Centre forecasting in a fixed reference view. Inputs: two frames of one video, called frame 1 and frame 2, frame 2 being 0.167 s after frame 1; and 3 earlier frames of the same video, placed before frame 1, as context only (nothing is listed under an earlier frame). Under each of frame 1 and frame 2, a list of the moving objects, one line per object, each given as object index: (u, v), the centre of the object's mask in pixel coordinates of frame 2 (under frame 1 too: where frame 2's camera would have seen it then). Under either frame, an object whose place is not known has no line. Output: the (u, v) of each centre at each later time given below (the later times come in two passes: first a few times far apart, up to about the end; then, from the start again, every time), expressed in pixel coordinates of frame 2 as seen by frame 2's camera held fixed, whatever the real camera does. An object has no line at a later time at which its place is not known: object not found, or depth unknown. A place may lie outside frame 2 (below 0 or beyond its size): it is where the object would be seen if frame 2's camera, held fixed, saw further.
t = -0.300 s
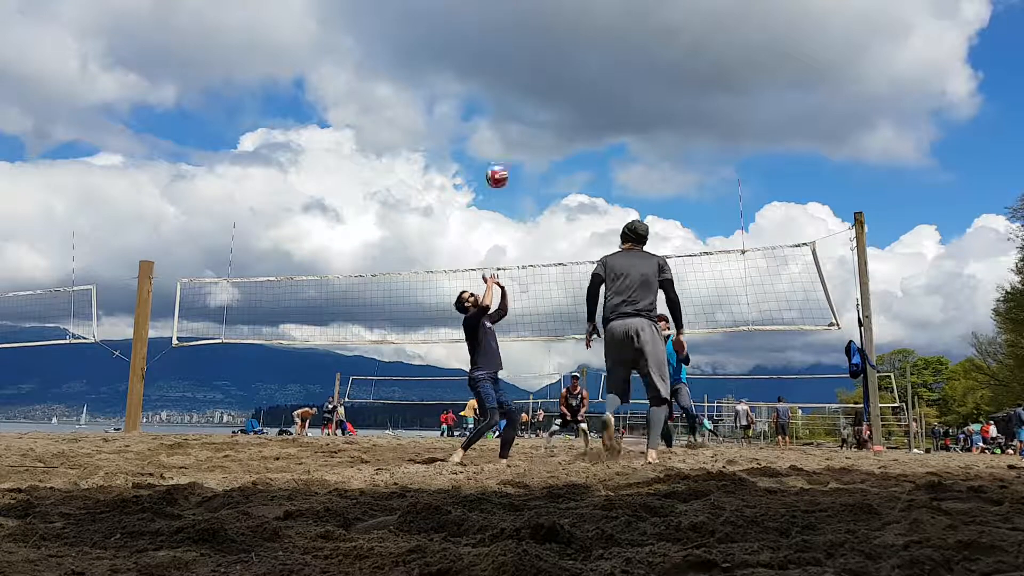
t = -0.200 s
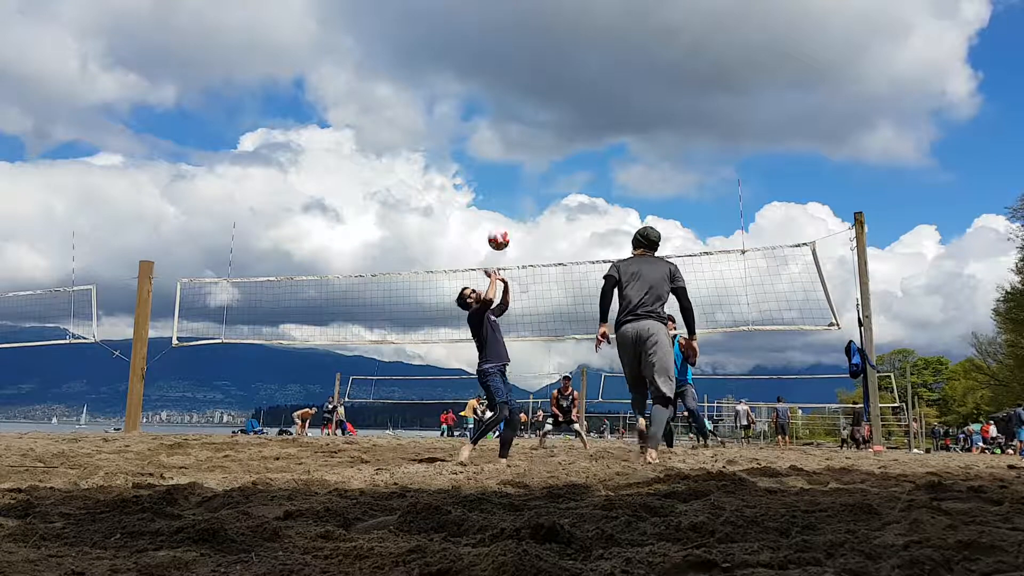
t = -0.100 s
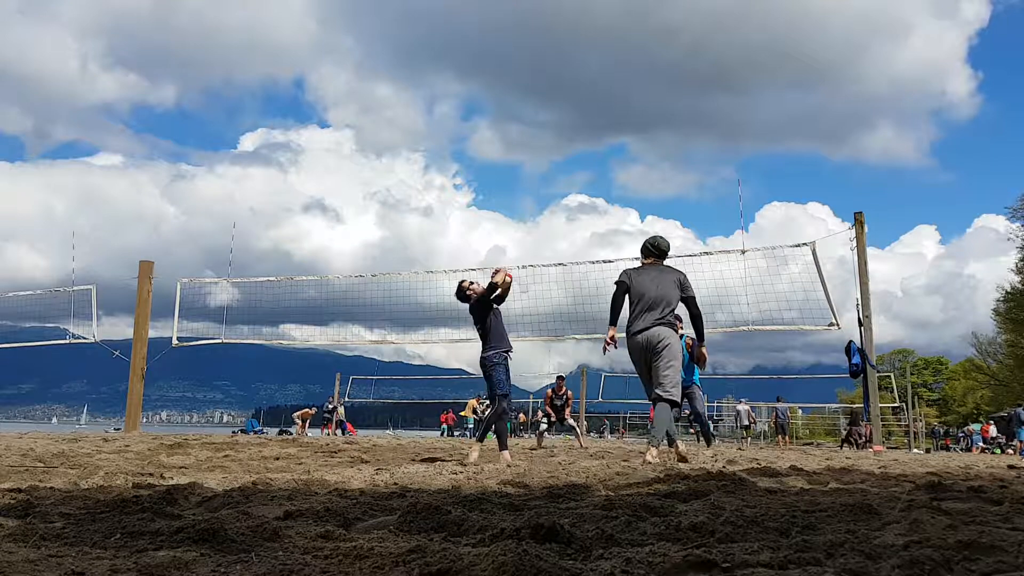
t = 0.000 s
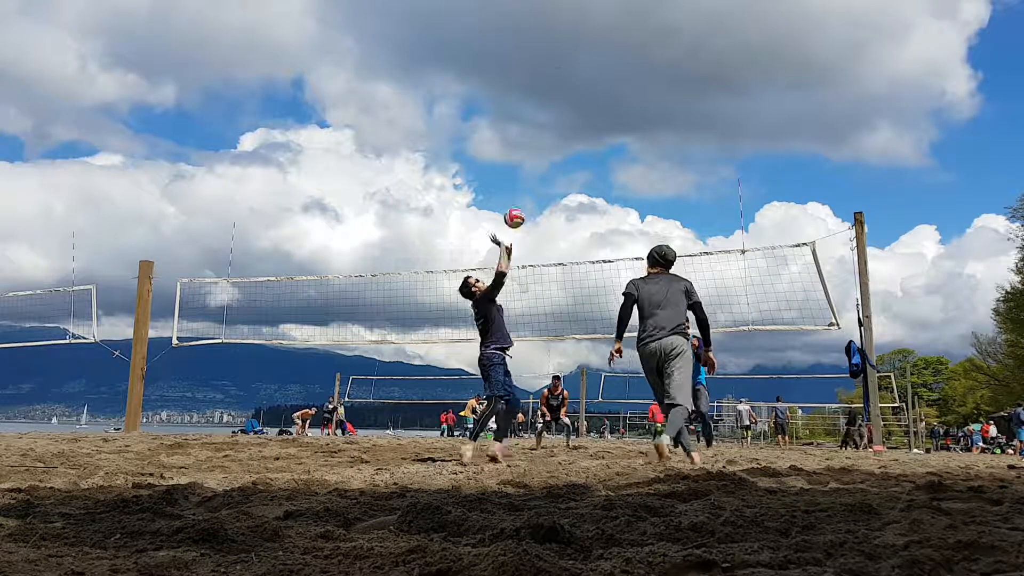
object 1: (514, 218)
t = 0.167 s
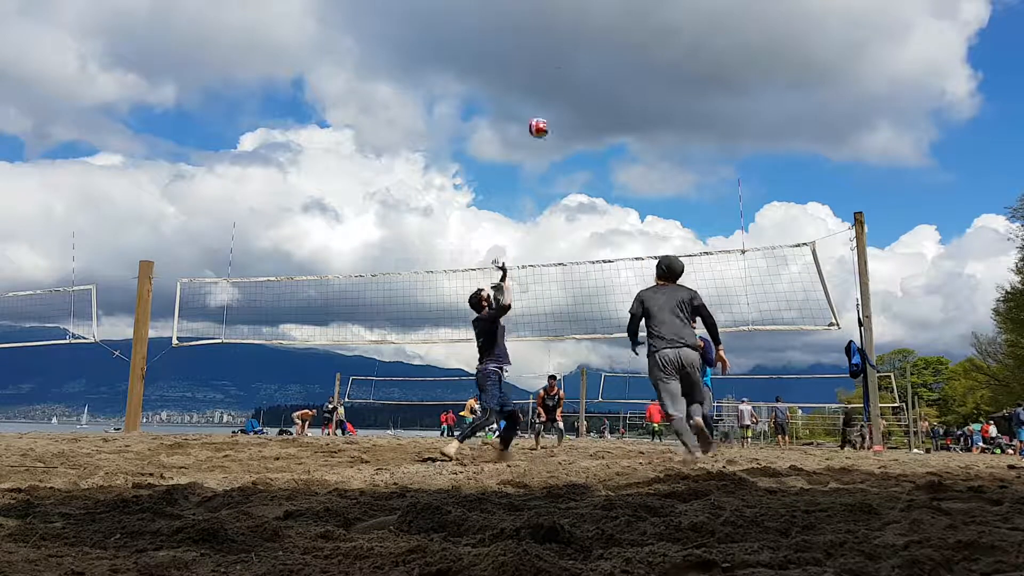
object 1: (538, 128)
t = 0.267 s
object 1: (553, 89)
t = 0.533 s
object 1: (589, 35)
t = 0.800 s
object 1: (620, 43)
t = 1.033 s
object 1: (645, 96)
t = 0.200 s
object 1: (543, 114)
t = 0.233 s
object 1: (548, 100)
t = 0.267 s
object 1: (553, 89)
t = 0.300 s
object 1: (557, 78)
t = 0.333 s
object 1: (562, 69)
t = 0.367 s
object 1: (566, 61)
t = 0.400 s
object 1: (571, 53)
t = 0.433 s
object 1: (575, 47)
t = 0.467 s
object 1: (580, 42)
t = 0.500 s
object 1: (584, 38)
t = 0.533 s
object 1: (589, 35)
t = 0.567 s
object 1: (592, 33)
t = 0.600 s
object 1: (597, 32)
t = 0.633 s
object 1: (601, 31)
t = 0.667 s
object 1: (605, 32)
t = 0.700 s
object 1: (608, 33)
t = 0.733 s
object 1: (613, 36)
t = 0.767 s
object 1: (616, 39)
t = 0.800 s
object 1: (620, 43)
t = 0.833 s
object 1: (624, 48)
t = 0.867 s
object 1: (628, 55)
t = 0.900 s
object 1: (631, 61)
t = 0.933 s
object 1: (634, 68)
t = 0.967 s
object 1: (638, 77)
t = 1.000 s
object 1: (641, 86)
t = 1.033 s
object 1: (645, 96)
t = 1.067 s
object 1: (648, 107)
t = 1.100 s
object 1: (651, 119)
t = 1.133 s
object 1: (655, 131)
